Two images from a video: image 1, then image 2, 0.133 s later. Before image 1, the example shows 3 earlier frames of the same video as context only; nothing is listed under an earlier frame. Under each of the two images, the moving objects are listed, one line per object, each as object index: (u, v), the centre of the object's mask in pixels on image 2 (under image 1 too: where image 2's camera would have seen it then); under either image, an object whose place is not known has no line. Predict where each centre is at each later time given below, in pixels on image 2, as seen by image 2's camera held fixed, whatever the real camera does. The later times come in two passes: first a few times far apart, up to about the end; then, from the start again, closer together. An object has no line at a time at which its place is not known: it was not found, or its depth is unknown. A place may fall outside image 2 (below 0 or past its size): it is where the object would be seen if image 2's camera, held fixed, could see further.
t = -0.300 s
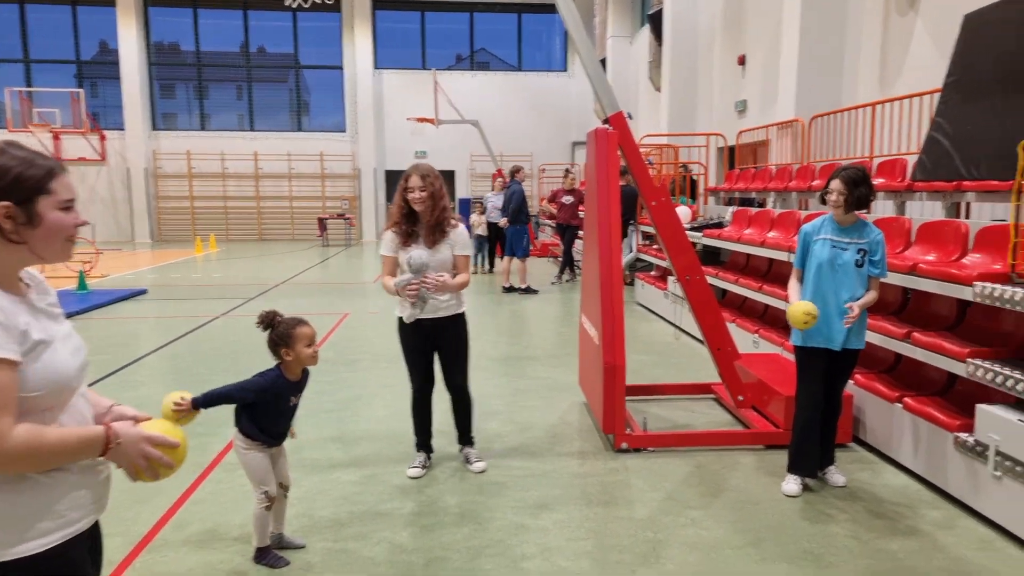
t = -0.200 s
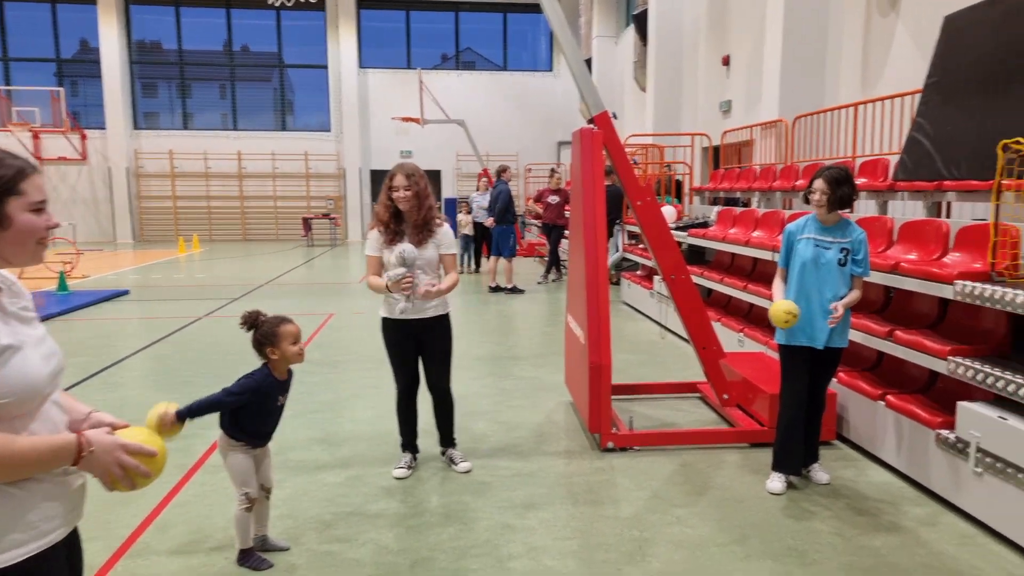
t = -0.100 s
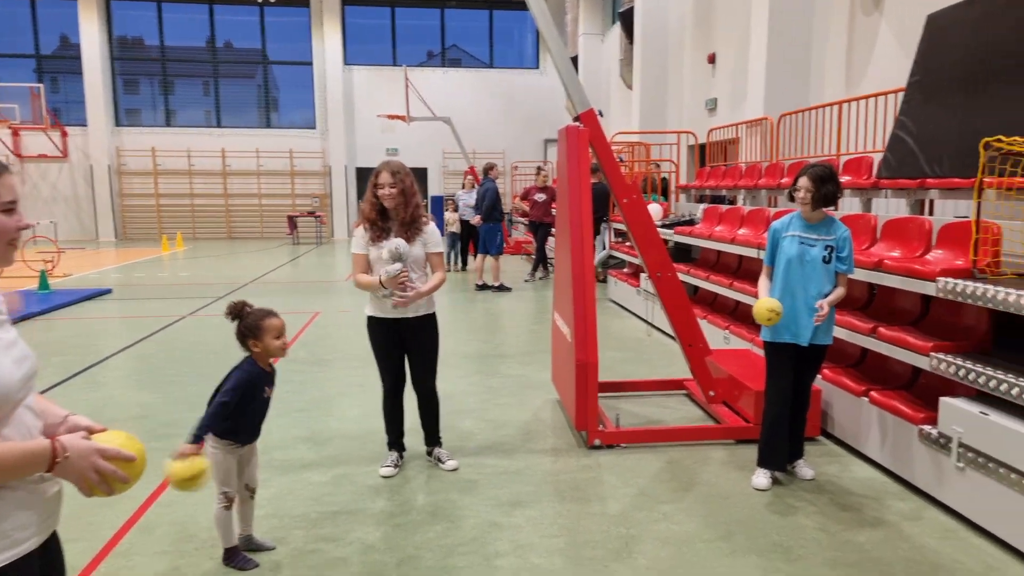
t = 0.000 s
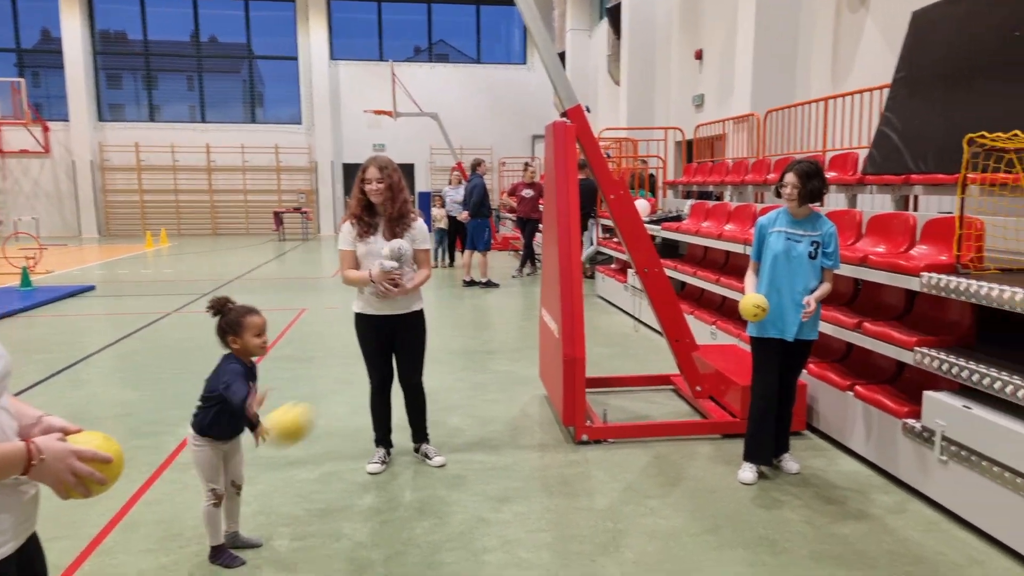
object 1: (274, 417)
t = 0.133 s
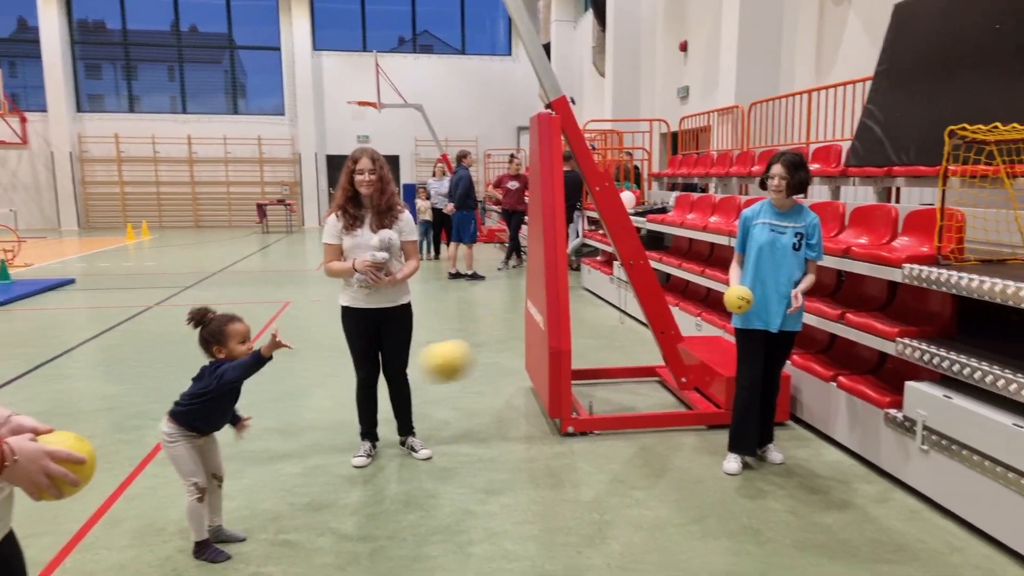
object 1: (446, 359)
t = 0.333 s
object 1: (723, 371)
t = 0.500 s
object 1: (966, 479)
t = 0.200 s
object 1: (537, 349)
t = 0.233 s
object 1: (579, 350)
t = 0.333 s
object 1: (723, 371)
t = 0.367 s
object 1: (768, 385)
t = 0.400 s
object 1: (817, 402)
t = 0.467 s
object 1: (916, 449)
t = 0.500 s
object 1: (966, 479)
